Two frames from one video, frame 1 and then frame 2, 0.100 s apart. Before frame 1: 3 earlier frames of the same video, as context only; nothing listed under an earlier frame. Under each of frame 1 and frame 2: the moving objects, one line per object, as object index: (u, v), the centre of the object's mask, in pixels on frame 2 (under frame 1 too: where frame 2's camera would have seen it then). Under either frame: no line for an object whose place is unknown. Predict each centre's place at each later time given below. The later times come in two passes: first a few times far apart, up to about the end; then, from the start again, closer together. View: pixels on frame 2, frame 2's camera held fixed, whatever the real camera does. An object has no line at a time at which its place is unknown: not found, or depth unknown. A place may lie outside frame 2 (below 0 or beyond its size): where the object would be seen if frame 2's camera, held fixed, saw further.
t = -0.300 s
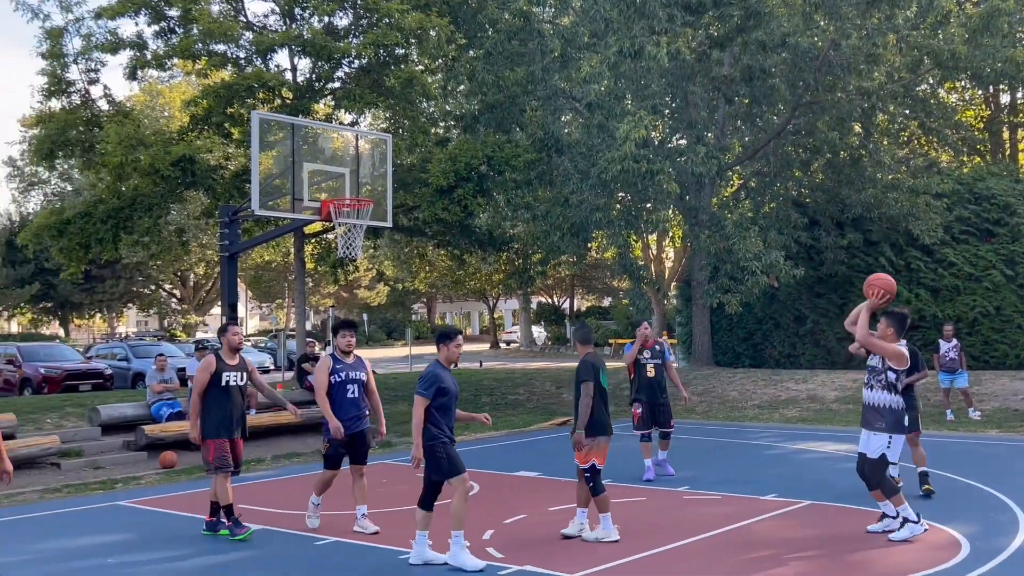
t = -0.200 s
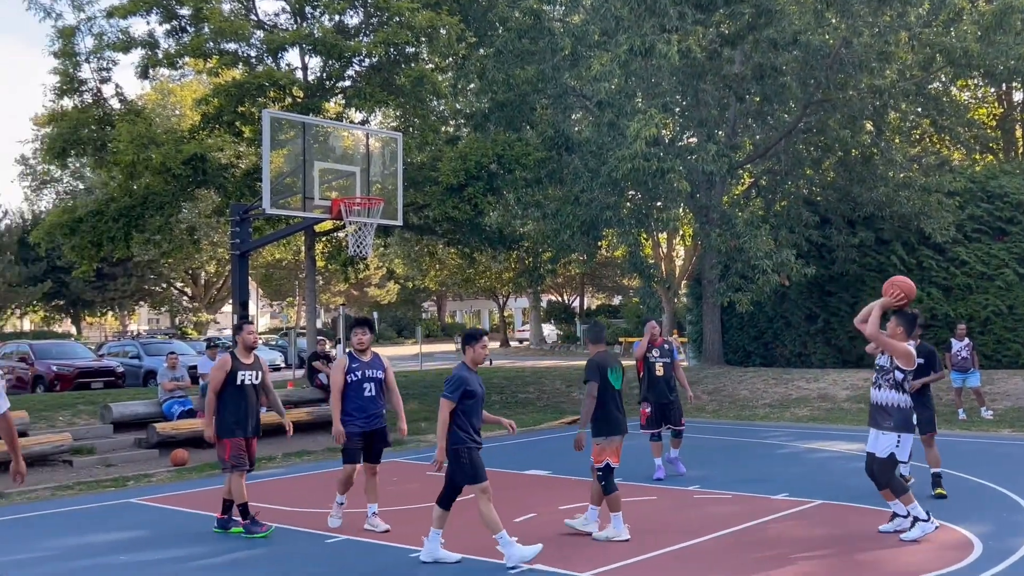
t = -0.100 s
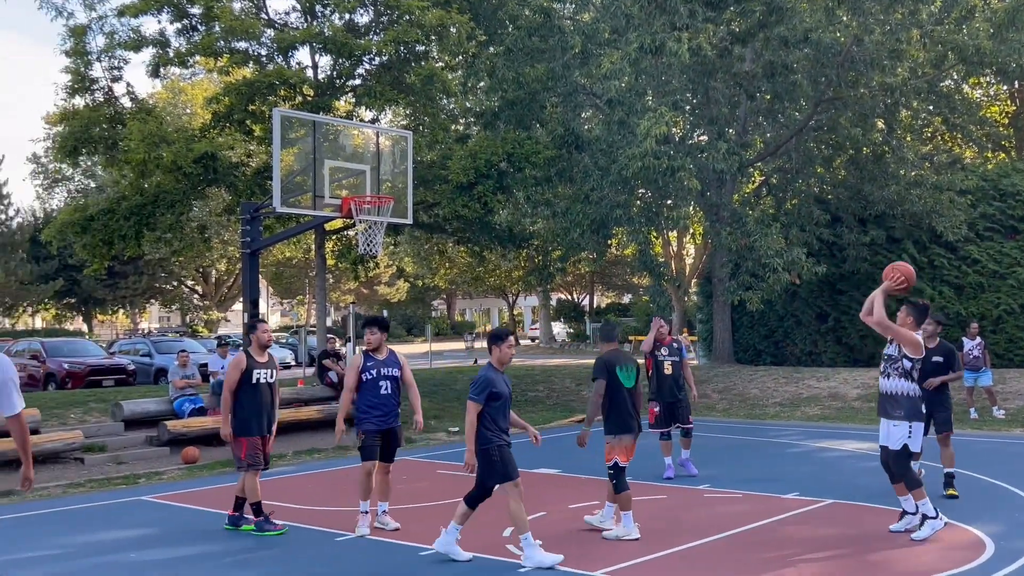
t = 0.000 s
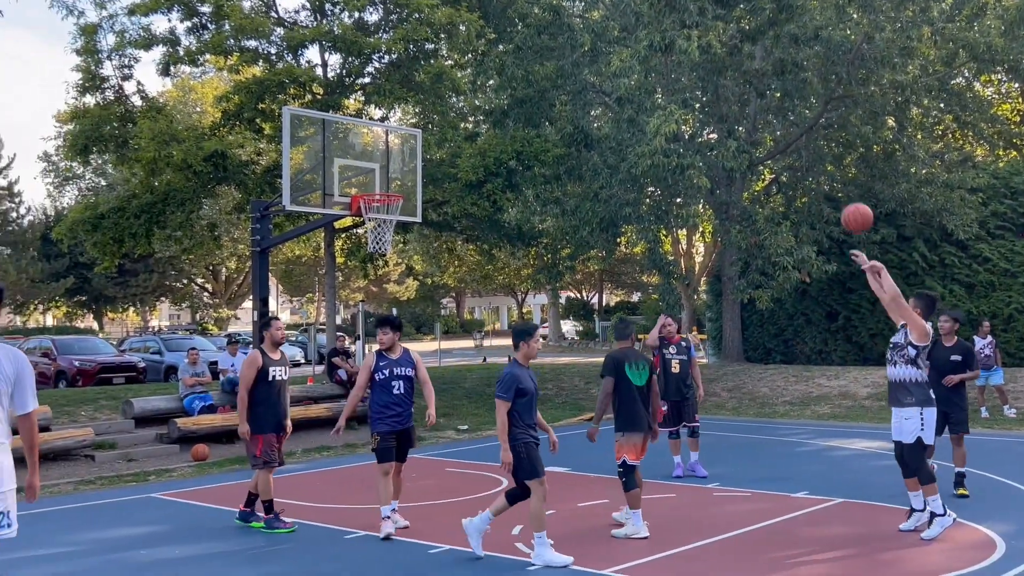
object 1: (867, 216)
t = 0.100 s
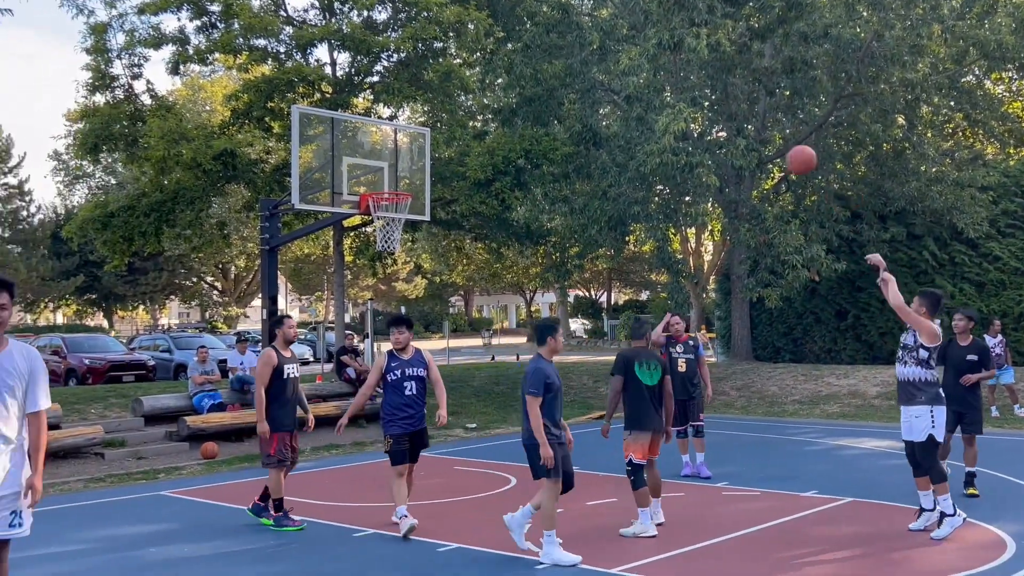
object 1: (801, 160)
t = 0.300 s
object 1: (685, 93)
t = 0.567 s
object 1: (553, 80)
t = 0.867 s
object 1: (429, 147)
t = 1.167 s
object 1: (363, 155)
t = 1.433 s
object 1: (360, 147)
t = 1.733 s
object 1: (371, 210)
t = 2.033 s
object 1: (388, 362)
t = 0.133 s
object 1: (780, 144)
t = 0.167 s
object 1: (760, 131)
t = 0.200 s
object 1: (740, 119)
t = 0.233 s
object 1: (721, 109)
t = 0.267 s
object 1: (703, 100)
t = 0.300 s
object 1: (685, 93)
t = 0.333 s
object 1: (666, 86)
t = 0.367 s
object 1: (650, 82)
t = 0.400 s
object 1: (632, 79)
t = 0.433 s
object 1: (616, 77)
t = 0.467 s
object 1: (599, 75)
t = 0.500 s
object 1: (583, 76)
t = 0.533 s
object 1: (568, 77)
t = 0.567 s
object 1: (553, 80)
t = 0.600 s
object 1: (538, 83)
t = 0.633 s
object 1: (523, 88)
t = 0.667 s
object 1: (509, 94)
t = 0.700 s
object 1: (495, 100)
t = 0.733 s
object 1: (481, 107)
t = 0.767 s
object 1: (467, 116)
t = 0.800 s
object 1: (455, 125)
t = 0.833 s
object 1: (442, 135)
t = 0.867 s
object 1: (429, 147)
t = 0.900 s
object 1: (415, 158)
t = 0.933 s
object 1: (403, 171)
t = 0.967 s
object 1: (392, 184)
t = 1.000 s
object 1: (387, 177)
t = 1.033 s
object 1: (382, 170)
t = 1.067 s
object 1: (378, 165)
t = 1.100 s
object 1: (372, 160)
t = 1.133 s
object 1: (367, 157)
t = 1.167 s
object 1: (363, 155)
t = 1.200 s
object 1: (358, 153)
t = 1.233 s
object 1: (355, 152)
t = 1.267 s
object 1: (355, 149)
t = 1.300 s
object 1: (356, 146)
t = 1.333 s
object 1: (358, 145)
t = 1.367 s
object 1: (358, 145)
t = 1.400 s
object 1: (360, 146)
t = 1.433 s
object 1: (360, 147)
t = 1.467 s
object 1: (361, 149)
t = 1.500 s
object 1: (362, 153)
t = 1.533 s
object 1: (364, 159)
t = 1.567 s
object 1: (365, 164)
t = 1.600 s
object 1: (367, 171)
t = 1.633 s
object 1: (368, 180)
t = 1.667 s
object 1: (369, 188)
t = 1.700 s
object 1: (370, 200)
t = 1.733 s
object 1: (371, 210)
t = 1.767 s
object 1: (374, 223)
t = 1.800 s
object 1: (376, 236)
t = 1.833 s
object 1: (377, 250)
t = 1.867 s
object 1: (378, 266)
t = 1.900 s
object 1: (381, 284)
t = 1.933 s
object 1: (383, 302)
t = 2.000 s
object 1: (385, 340)
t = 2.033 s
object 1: (388, 362)
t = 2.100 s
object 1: (392, 409)
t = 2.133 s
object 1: (393, 434)
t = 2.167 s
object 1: (394, 461)
